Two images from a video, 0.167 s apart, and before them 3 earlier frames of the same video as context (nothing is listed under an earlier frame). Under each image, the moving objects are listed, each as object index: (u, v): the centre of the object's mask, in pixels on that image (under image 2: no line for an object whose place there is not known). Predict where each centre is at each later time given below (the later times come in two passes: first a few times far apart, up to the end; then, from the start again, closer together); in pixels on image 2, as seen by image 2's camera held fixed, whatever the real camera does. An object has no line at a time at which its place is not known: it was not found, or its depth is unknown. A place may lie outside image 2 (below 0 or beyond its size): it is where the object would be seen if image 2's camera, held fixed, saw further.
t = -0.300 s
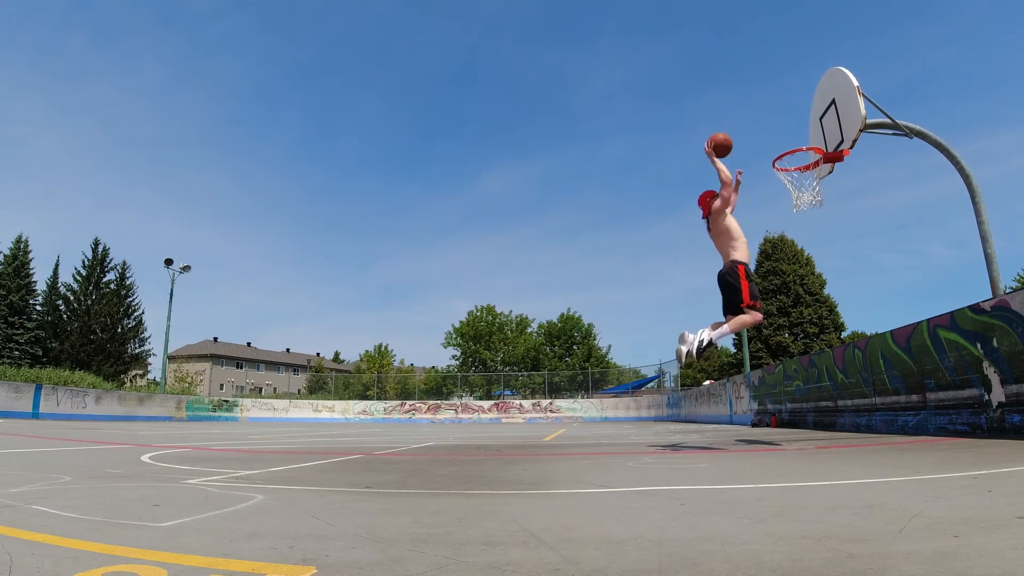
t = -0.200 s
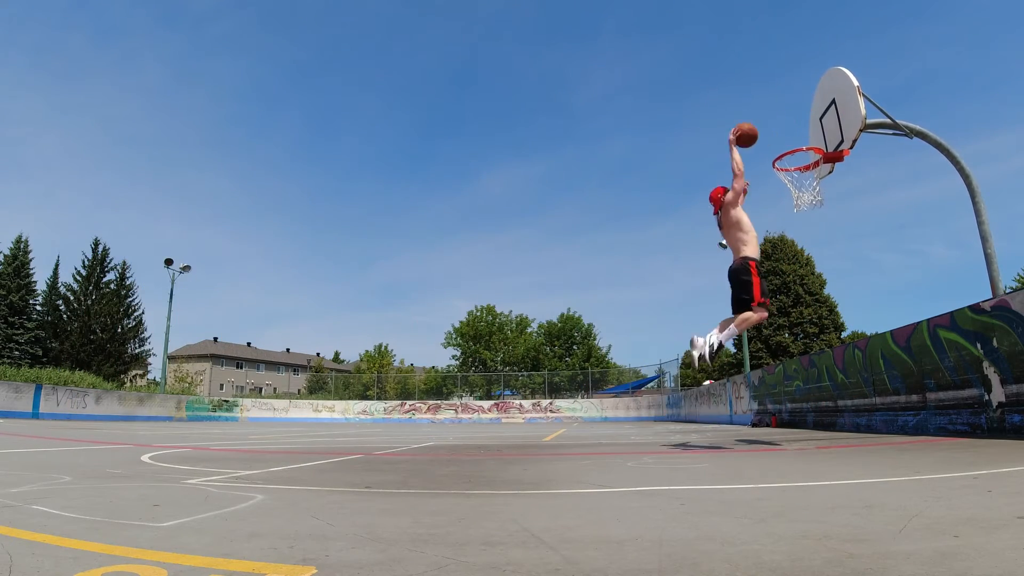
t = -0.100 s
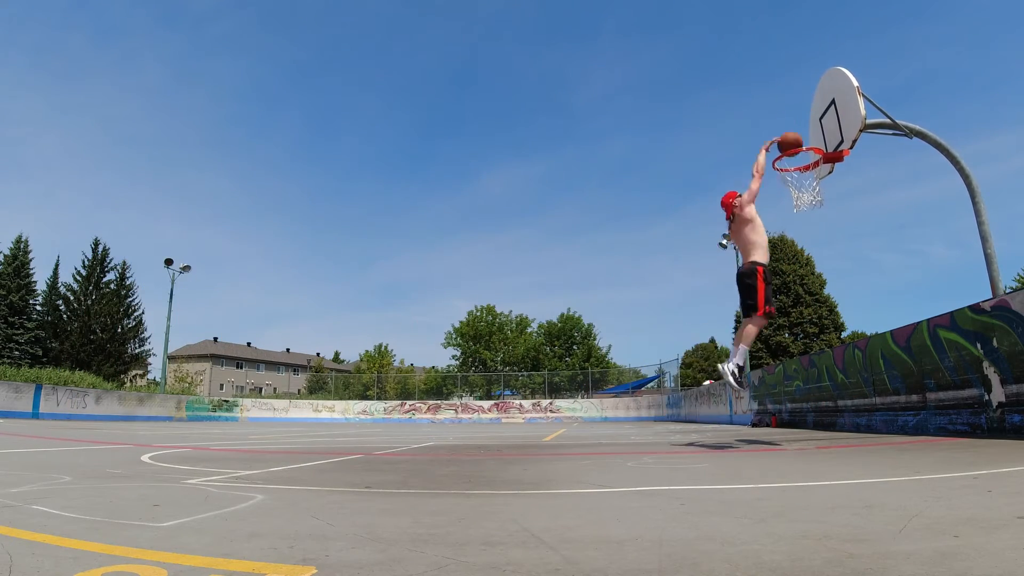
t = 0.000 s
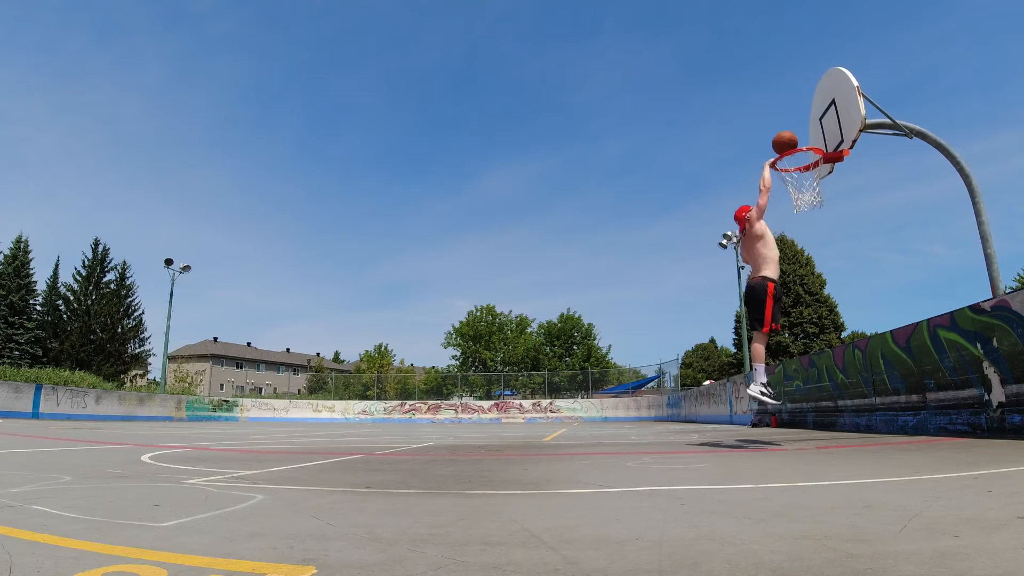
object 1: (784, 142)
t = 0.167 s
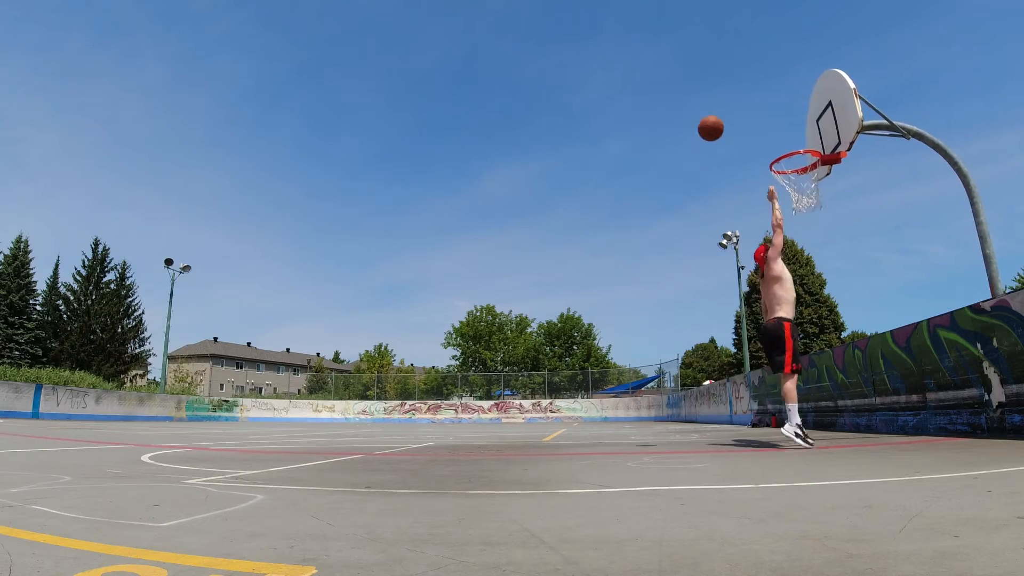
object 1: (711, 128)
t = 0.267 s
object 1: (667, 132)
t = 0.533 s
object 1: (547, 195)
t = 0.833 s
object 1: (402, 368)
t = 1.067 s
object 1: (319, 360)
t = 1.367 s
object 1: (252, 251)
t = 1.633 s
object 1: (192, 241)
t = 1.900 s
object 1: (128, 304)
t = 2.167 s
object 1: (63, 432)
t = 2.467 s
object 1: (22, 323)
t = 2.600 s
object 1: (7, 306)
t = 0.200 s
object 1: (696, 128)
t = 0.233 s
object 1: (681, 130)
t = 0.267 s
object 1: (667, 132)
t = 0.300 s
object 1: (652, 136)
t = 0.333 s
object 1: (637, 141)
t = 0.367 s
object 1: (623, 147)
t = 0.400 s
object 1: (608, 154)
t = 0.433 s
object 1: (593, 162)
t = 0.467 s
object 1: (578, 172)
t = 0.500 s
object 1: (562, 183)
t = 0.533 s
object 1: (547, 195)
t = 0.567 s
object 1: (532, 208)
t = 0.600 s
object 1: (516, 223)
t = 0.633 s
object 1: (500, 239)
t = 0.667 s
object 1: (484, 257)
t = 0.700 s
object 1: (468, 276)
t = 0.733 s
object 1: (452, 297)
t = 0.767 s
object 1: (435, 319)
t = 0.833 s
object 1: (402, 368)
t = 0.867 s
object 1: (384, 395)
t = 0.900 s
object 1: (367, 424)
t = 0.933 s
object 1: (351, 446)
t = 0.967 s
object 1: (343, 422)
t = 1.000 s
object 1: (335, 400)
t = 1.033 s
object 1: (327, 379)
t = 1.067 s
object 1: (319, 360)
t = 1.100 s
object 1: (311, 343)
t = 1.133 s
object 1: (304, 326)
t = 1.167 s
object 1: (296, 311)
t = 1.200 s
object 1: (289, 298)
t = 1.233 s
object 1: (281, 286)
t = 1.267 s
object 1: (274, 276)
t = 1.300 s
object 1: (267, 266)
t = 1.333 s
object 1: (259, 258)
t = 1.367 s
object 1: (252, 251)
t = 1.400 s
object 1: (245, 246)
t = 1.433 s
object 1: (237, 242)
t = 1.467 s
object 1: (230, 239)
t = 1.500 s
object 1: (223, 237)
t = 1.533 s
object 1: (215, 236)
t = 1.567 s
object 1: (207, 237)
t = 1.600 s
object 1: (200, 238)
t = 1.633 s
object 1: (192, 241)
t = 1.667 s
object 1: (184, 245)
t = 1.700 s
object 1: (177, 250)
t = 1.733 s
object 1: (169, 256)
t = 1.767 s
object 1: (160, 263)
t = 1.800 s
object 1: (152, 272)
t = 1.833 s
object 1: (145, 281)
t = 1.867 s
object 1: (136, 292)
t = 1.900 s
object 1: (128, 304)
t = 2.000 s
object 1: (103, 348)
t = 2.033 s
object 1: (94, 364)
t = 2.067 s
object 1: (86, 383)
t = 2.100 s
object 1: (78, 402)
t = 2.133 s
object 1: (70, 423)
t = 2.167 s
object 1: (63, 432)
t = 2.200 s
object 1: (59, 414)
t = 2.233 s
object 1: (54, 398)
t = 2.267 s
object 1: (49, 383)
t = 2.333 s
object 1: (40, 358)
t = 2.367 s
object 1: (35, 347)
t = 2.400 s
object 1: (31, 338)
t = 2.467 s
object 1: (22, 323)
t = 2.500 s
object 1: (17, 316)
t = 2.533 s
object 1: (13, 312)
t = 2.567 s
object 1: (9, 309)
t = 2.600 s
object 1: (7, 306)
